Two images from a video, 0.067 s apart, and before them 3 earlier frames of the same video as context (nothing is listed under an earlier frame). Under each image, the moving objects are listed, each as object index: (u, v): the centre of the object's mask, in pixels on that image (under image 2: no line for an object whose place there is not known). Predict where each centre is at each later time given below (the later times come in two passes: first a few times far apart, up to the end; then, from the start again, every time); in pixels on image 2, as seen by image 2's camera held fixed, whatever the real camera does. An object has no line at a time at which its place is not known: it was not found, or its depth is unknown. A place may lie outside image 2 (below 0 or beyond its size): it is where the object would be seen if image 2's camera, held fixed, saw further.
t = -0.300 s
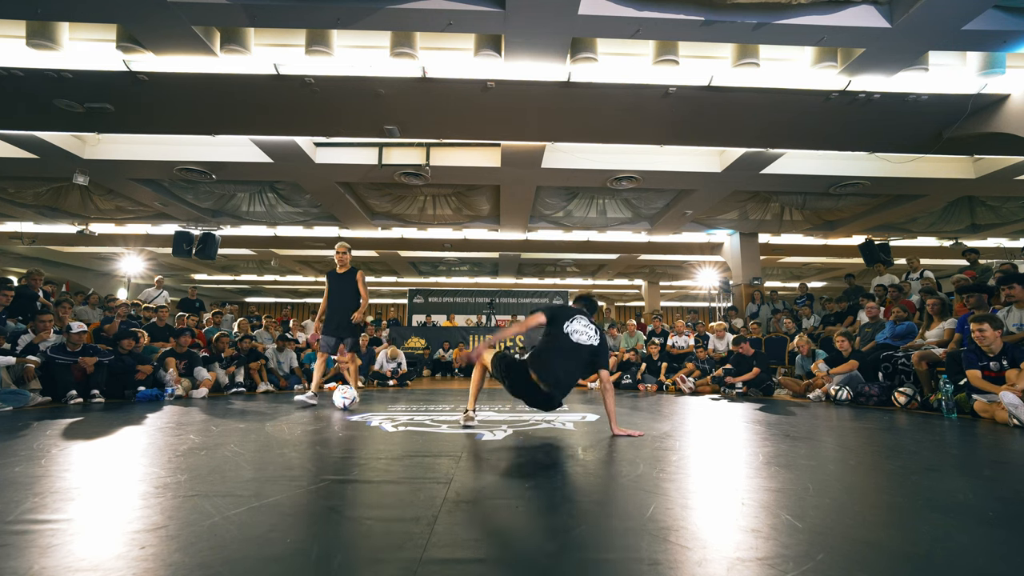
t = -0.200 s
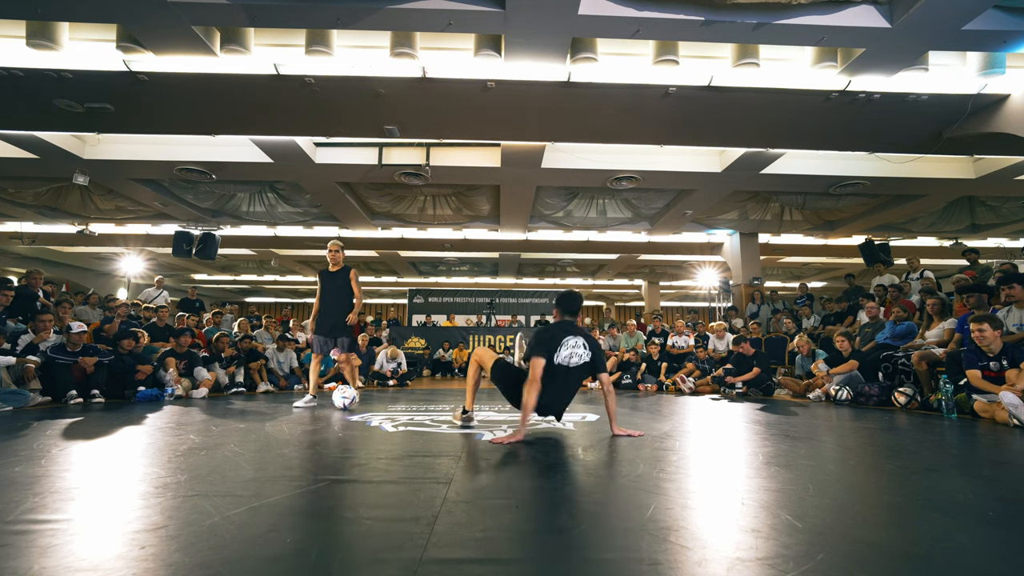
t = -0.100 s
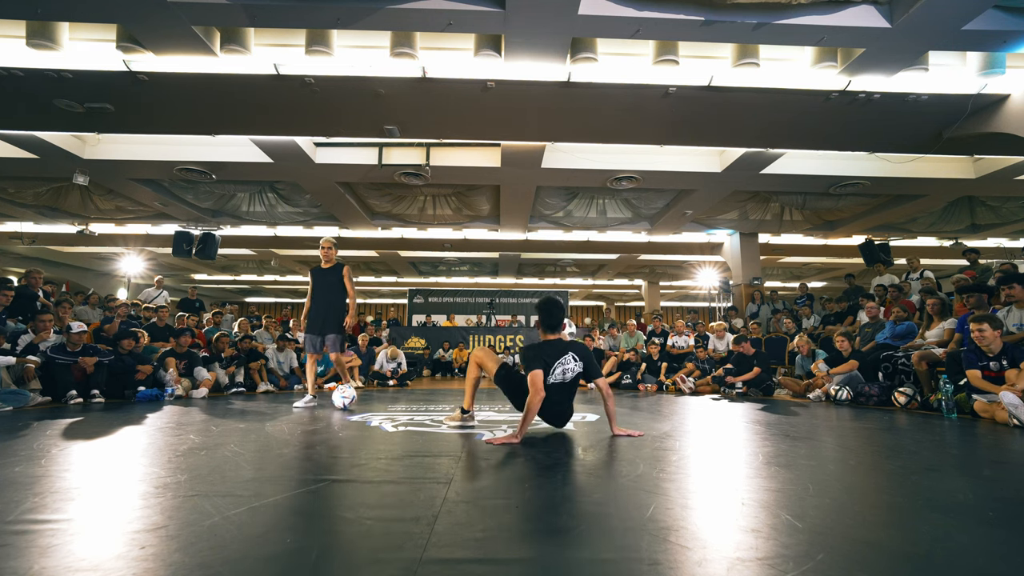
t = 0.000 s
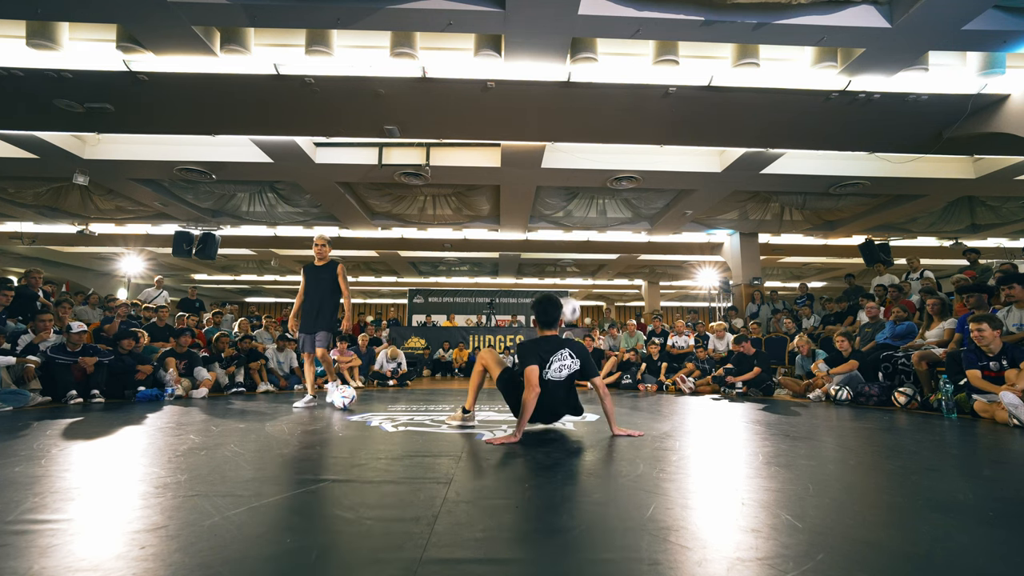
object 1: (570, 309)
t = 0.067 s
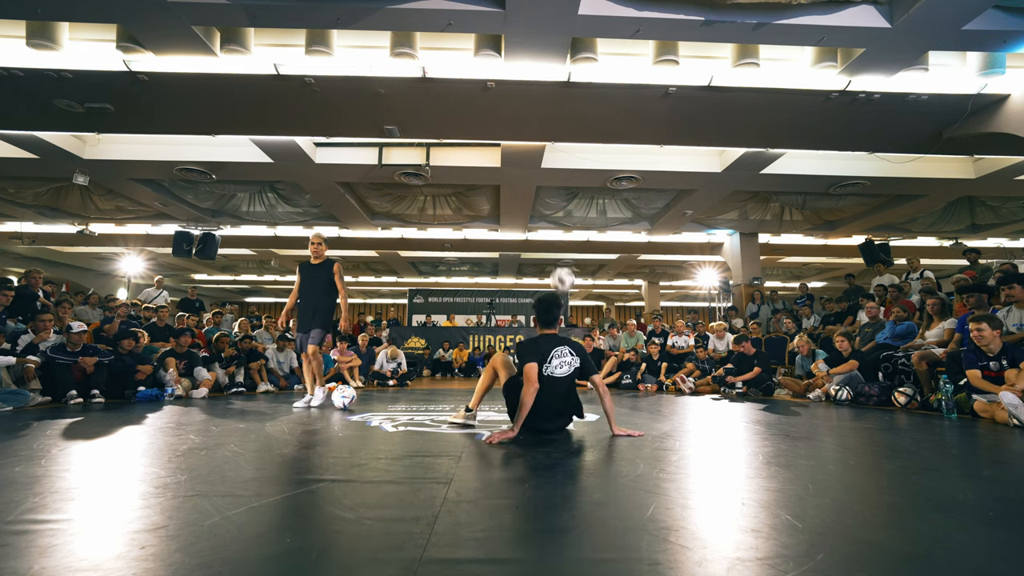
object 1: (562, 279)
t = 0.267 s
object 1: (545, 212)
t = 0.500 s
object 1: (522, 183)
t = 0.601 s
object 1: (510, 190)
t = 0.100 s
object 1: (559, 267)
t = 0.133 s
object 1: (557, 254)
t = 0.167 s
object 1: (554, 242)
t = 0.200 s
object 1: (551, 231)
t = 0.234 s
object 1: (548, 221)
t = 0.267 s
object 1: (545, 212)
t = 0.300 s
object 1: (542, 205)
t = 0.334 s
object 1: (539, 198)
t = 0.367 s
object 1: (536, 192)
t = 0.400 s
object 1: (532, 188)
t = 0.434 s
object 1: (529, 185)
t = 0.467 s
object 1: (525, 183)
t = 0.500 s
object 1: (522, 183)
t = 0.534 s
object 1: (518, 184)
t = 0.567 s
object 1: (514, 186)
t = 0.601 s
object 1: (510, 190)
